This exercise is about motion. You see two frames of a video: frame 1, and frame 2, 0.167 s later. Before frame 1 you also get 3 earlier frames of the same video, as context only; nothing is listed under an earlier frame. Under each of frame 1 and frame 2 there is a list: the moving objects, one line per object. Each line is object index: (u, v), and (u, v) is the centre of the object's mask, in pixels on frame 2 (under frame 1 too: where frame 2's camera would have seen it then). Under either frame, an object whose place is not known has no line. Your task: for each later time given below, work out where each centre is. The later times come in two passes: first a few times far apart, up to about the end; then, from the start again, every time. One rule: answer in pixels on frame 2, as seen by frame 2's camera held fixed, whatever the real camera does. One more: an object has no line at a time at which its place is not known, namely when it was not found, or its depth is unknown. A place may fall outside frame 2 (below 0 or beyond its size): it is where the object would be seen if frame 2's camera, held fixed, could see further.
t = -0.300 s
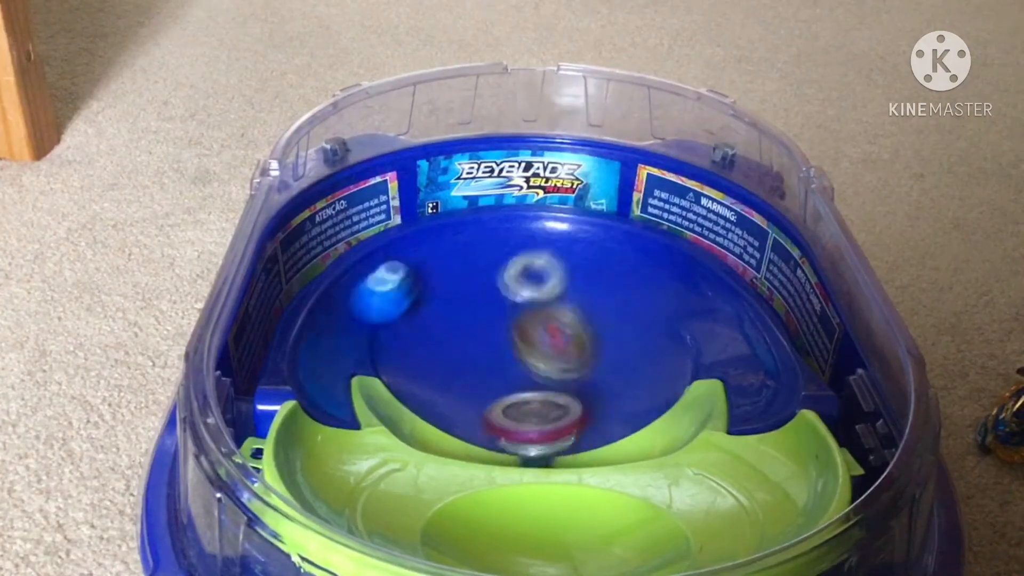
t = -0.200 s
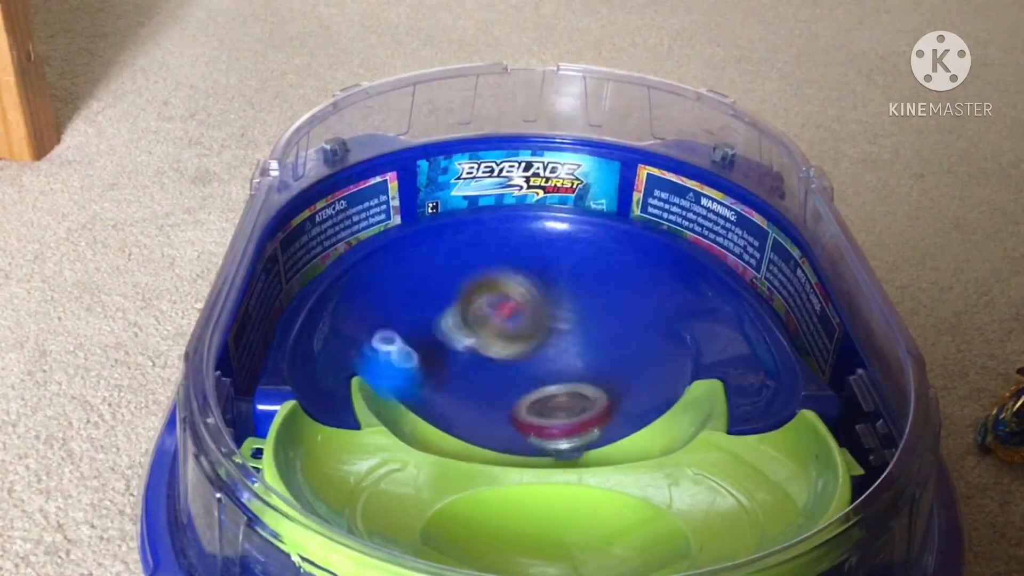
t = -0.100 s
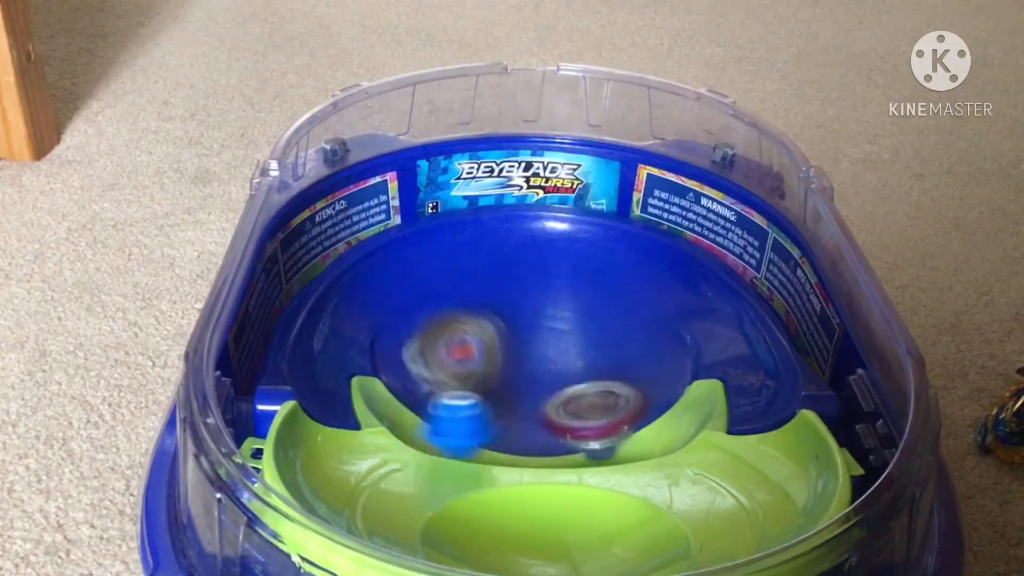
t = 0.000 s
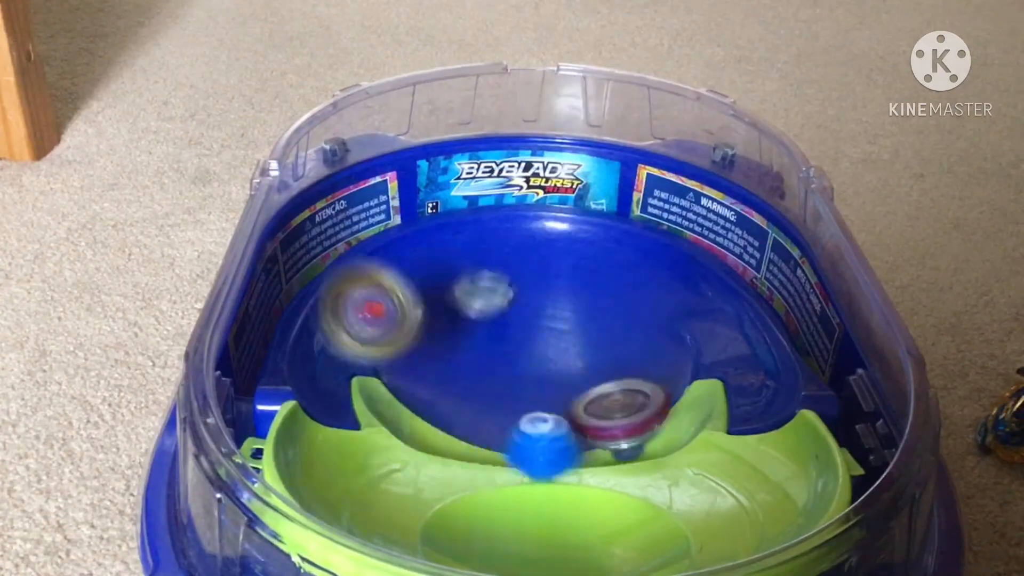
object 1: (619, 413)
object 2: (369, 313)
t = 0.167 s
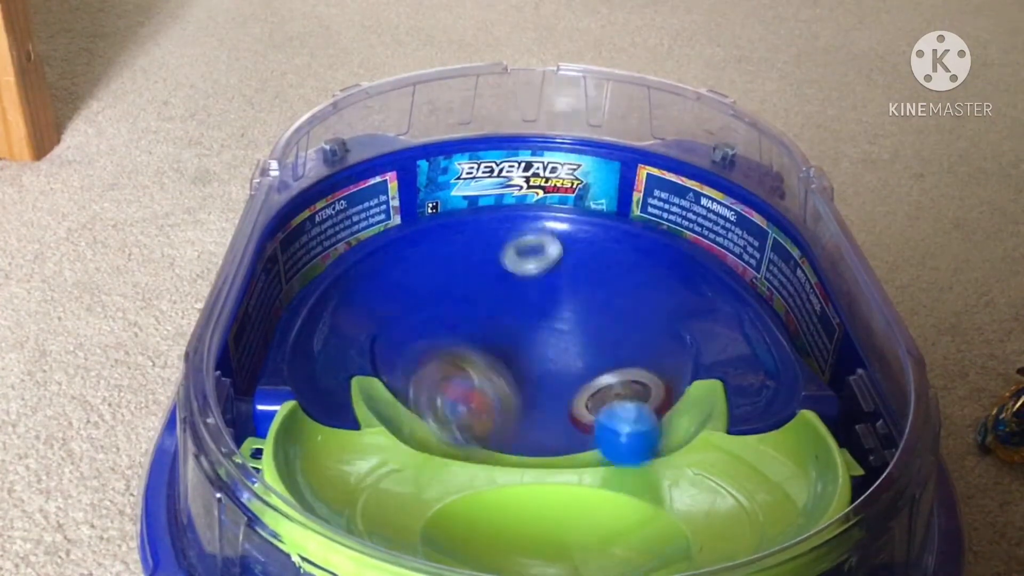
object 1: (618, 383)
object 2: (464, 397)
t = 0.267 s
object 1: (609, 408)
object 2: (579, 326)
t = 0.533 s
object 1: (517, 347)
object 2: (746, 206)
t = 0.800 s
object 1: (553, 360)
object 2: (326, 376)
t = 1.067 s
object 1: (595, 367)
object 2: (401, 197)
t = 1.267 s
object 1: (595, 361)
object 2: (535, 187)
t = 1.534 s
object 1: (595, 329)
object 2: (544, 188)
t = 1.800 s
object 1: (580, 298)
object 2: (548, 188)
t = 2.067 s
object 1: (551, 314)
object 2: (549, 188)
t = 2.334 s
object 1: (558, 346)
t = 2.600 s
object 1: (594, 349)
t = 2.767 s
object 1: (593, 340)
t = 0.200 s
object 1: (606, 381)
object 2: (528, 382)
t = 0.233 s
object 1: (607, 407)
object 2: (562, 350)
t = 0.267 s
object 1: (609, 408)
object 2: (579, 326)
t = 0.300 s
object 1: (592, 388)
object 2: (599, 310)
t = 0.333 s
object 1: (598, 397)
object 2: (629, 296)
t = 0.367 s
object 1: (580, 392)
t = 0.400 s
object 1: (563, 384)
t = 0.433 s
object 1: (549, 376)
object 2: (689, 171)
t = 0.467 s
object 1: (536, 366)
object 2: (710, 158)
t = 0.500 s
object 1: (525, 357)
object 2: (730, 173)
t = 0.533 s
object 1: (517, 347)
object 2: (746, 206)
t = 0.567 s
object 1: (511, 337)
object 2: (761, 271)
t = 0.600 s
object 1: (507, 328)
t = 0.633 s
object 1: (520, 336)
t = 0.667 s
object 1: (534, 346)
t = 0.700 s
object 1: (537, 369)
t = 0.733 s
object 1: (552, 357)
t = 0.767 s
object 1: (554, 359)
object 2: (390, 388)
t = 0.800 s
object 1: (553, 360)
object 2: (326, 376)
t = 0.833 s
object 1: (551, 358)
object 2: (295, 341)
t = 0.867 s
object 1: (566, 369)
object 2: (285, 312)
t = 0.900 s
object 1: (565, 373)
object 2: (282, 274)
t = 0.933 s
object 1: (574, 367)
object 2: (283, 261)
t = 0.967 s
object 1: (581, 369)
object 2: (296, 249)
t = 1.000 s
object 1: (587, 368)
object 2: (322, 213)
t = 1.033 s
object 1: (589, 368)
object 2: (359, 203)
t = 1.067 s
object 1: (595, 367)
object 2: (401, 197)
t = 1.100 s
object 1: (595, 368)
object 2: (439, 195)
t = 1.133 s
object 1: (596, 369)
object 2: (477, 198)
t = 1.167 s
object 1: (595, 367)
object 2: (498, 192)
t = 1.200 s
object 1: (592, 367)
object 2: (515, 189)
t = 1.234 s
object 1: (592, 365)
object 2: (526, 189)
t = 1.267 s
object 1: (595, 361)
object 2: (535, 187)
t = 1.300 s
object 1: (598, 362)
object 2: (541, 187)
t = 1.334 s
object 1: (601, 357)
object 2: (544, 188)
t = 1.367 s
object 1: (601, 351)
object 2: (545, 188)
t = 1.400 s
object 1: (601, 348)
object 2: (545, 188)
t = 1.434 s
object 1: (598, 343)
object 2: (545, 188)
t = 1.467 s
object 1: (599, 336)
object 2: (545, 188)
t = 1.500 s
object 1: (598, 333)
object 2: (545, 188)
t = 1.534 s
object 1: (595, 329)
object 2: (544, 188)
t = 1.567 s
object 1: (591, 324)
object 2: (544, 188)
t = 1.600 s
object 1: (586, 321)
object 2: (544, 187)
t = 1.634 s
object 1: (581, 317)
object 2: (545, 188)
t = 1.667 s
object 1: (578, 310)
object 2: (544, 188)
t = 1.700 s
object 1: (585, 305)
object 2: (544, 187)
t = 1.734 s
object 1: (587, 301)
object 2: (548, 187)
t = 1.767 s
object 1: (583, 299)
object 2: (548, 188)
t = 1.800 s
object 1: (580, 298)
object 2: (548, 188)
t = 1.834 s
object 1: (577, 298)
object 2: (549, 188)
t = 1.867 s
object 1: (573, 297)
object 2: (549, 188)
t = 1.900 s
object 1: (567, 298)
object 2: (545, 188)
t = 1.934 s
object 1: (563, 300)
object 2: (545, 188)
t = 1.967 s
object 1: (559, 303)
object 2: (546, 188)
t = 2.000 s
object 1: (556, 306)
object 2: (546, 188)
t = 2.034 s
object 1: (554, 310)
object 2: (545, 188)
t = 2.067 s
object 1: (551, 314)
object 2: (549, 188)
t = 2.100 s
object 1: (549, 318)
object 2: (548, 188)
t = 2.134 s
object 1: (548, 323)
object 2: (548, 188)
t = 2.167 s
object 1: (548, 328)
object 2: (549, 188)
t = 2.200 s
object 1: (548, 333)
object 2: (545, 188)
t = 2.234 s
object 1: (549, 338)
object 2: (549, 188)
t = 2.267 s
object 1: (552, 339)
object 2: (546, 188)
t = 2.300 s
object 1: (556, 340)
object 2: (546, 188)
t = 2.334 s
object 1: (558, 346)
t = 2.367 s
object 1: (559, 349)
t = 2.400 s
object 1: (568, 347)
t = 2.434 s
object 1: (570, 349)
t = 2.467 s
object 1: (576, 350)
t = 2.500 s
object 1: (582, 350)
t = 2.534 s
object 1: (586, 350)
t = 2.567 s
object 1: (590, 349)
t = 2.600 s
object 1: (594, 349)
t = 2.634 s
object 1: (596, 347)
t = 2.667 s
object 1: (598, 347)
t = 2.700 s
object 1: (598, 344)
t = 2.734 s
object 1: (596, 342)
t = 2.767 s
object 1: (593, 340)
